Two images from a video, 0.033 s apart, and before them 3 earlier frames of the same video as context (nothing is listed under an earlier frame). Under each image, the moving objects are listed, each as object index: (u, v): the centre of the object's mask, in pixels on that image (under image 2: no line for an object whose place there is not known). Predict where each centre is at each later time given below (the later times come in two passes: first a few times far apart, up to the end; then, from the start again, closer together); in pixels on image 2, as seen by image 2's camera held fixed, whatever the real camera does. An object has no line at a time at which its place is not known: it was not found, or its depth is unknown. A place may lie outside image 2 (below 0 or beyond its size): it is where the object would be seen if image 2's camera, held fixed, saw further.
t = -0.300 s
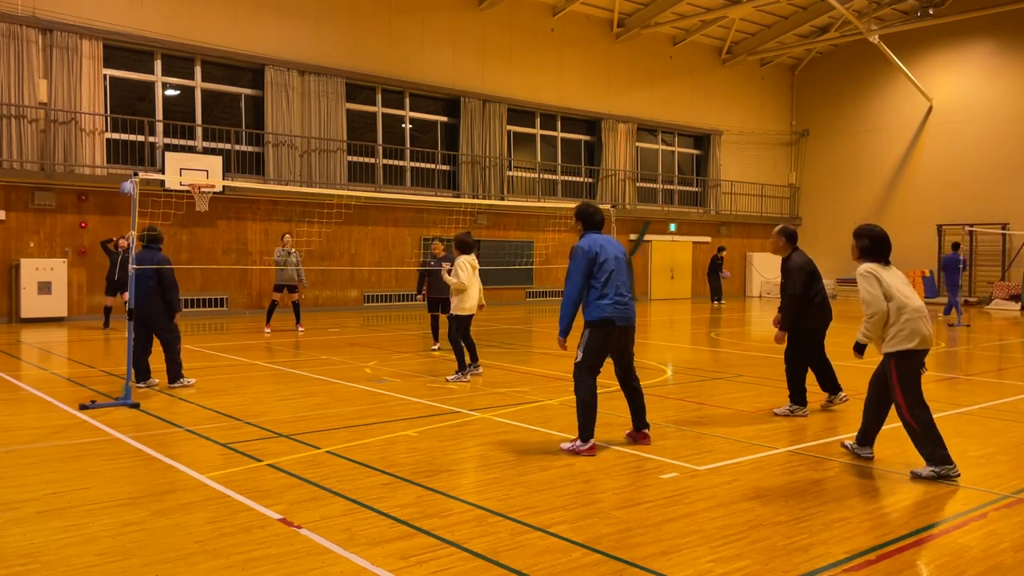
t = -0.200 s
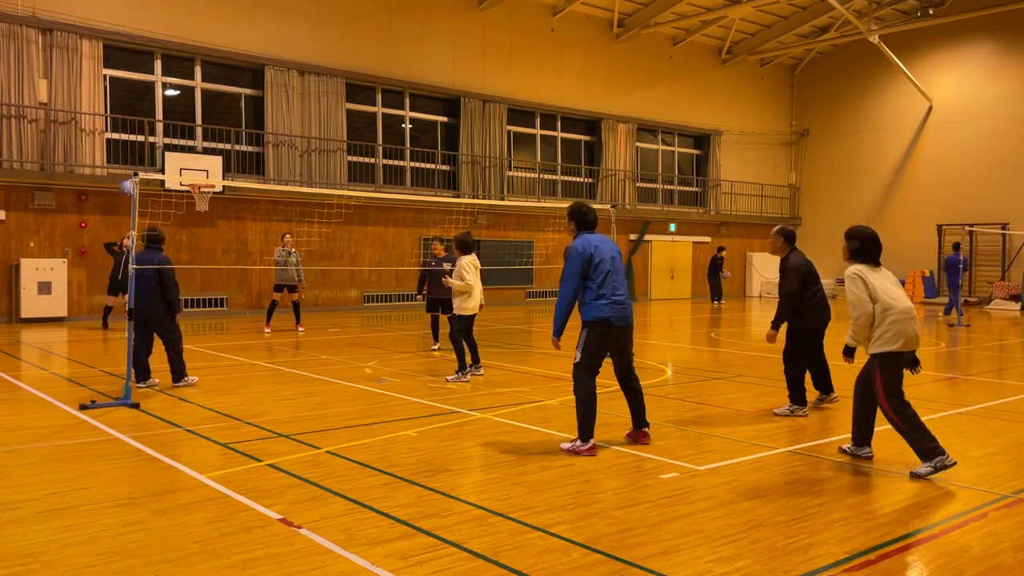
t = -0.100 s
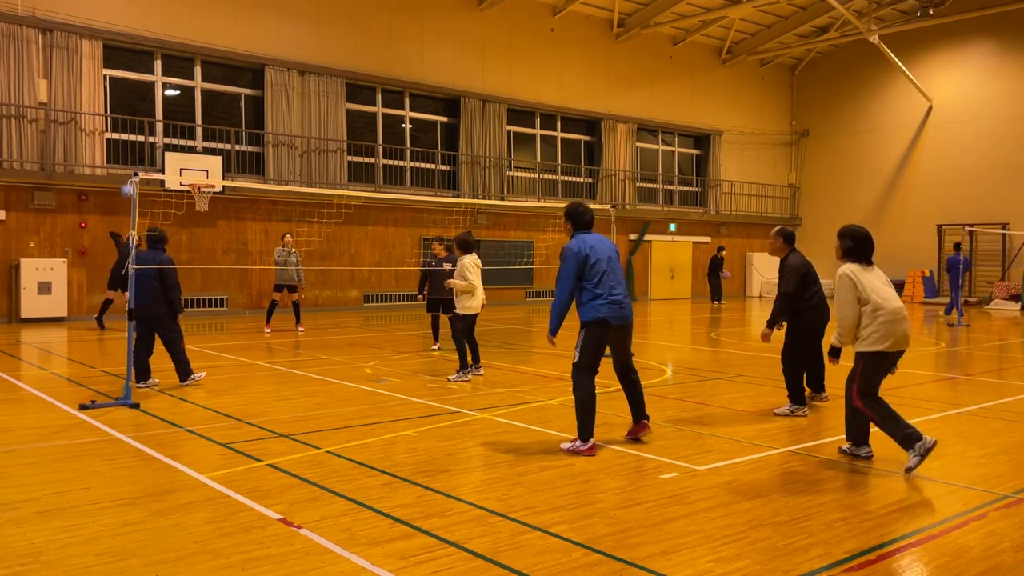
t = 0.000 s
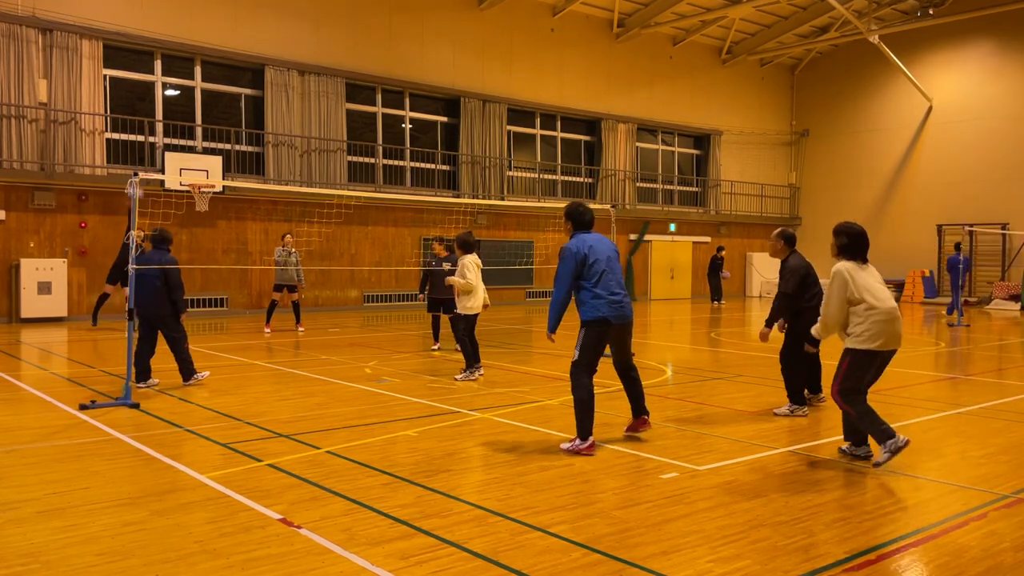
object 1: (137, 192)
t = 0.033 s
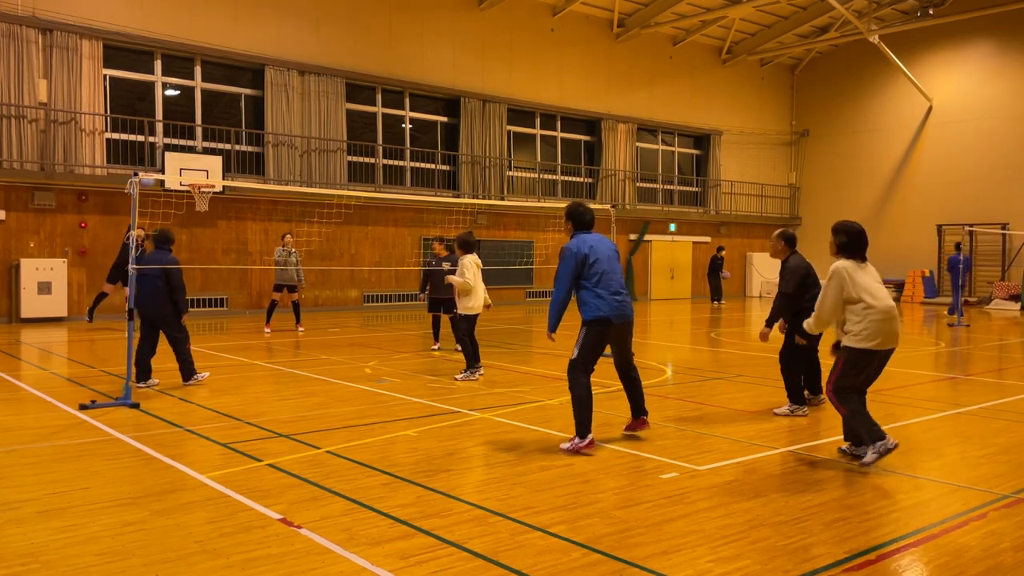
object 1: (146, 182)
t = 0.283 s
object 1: (251, 108)
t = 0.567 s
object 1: (392, 72)
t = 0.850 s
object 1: (542, 117)
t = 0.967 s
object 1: (607, 161)
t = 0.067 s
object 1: (158, 169)
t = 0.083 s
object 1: (164, 165)
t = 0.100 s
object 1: (170, 160)
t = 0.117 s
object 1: (177, 155)
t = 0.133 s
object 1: (184, 150)
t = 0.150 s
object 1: (191, 145)
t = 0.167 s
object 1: (199, 140)
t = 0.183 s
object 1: (205, 134)
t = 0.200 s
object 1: (213, 131)
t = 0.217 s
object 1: (220, 126)
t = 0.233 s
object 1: (227, 121)
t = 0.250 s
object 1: (235, 117)
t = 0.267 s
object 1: (243, 112)
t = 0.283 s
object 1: (251, 108)
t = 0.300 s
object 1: (259, 105)
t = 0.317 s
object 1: (266, 100)
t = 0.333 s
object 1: (275, 96)
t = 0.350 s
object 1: (283, 93)
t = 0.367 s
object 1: (291, 90)
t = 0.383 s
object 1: (299, 86)
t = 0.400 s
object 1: (308, 84)
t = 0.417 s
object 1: (316, 82)
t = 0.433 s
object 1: (324, 79)
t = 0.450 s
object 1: (332, 78)
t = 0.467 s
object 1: (341, 76)
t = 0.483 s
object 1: (349, 74)
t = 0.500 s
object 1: (358, 73)
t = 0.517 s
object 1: (366, 73)
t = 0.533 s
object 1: (374, 73)
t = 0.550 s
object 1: (383, 72)
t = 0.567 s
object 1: (392, 72)
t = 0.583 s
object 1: (400, 72)
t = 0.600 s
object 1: (409, 73)
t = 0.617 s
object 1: (418, 74)
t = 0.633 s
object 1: (426, 76)
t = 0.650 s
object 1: (435, 77)
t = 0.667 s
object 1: (444, 78)
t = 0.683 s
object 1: (452, 80)
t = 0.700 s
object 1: (461, 82)
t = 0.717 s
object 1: (470, 86)
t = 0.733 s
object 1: (479, 89)
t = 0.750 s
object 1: (488, 91)
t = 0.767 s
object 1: (497, 94)
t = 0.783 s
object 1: (507, 99)
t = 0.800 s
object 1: (516, 104)
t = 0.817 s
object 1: (524, 108)
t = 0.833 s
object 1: (533, 112)
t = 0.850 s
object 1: (542, 117)
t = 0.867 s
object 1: (552, 121)
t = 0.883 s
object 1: (560, 128)
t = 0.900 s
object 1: (570, 135)
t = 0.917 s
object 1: (579, 141)
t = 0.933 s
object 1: (588, 148)
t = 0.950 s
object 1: (597, 154)
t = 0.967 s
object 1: (607, 161)
